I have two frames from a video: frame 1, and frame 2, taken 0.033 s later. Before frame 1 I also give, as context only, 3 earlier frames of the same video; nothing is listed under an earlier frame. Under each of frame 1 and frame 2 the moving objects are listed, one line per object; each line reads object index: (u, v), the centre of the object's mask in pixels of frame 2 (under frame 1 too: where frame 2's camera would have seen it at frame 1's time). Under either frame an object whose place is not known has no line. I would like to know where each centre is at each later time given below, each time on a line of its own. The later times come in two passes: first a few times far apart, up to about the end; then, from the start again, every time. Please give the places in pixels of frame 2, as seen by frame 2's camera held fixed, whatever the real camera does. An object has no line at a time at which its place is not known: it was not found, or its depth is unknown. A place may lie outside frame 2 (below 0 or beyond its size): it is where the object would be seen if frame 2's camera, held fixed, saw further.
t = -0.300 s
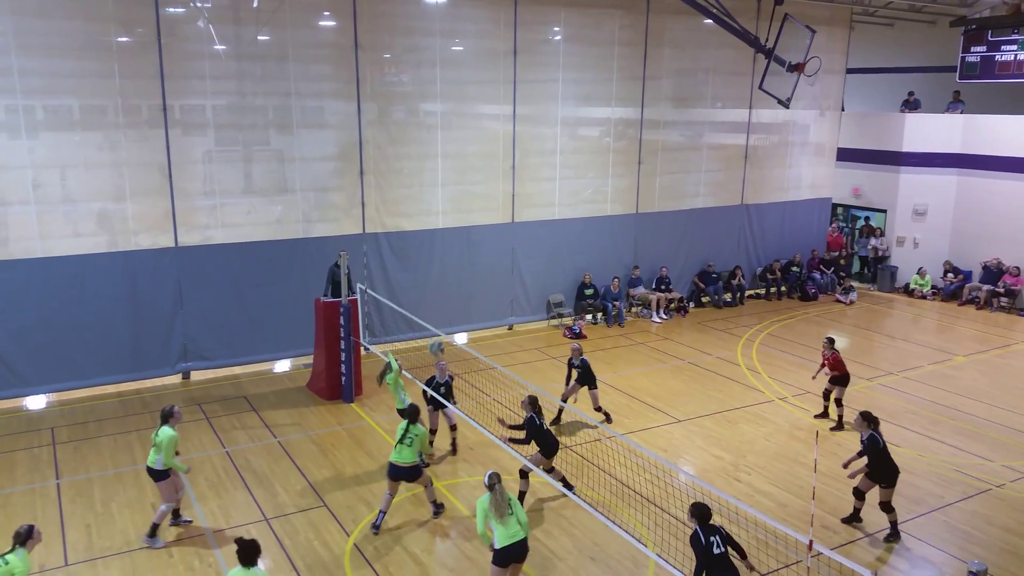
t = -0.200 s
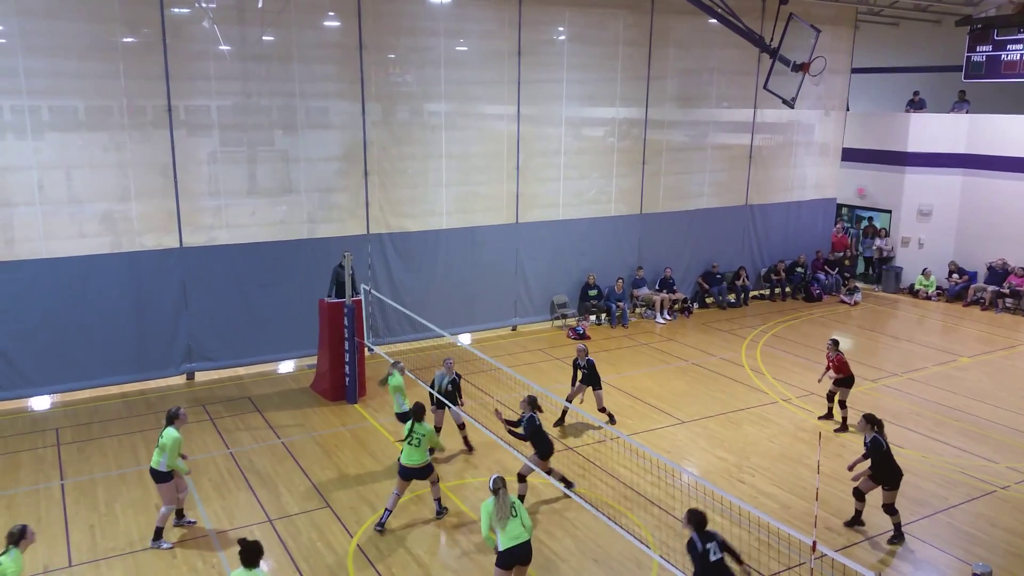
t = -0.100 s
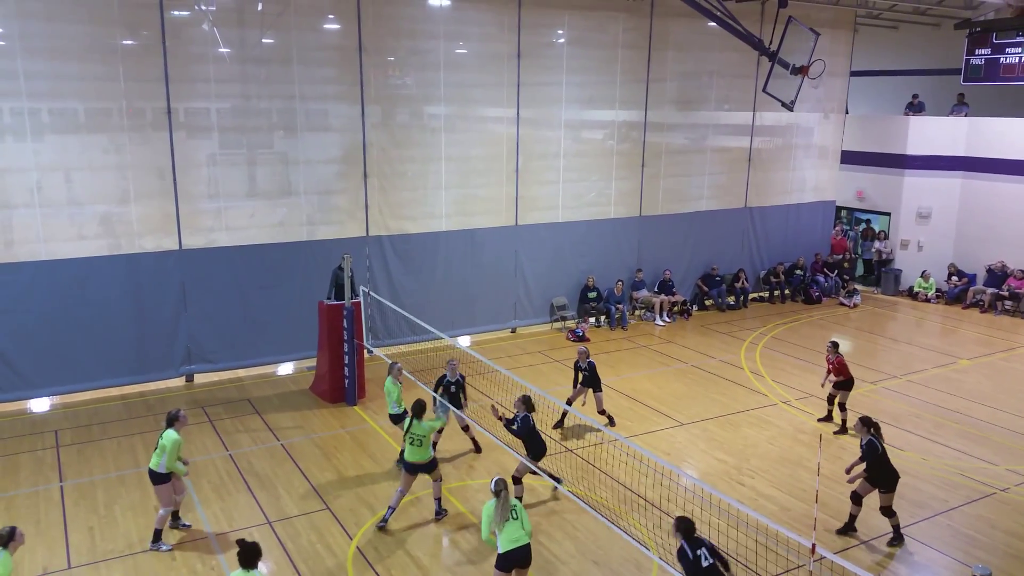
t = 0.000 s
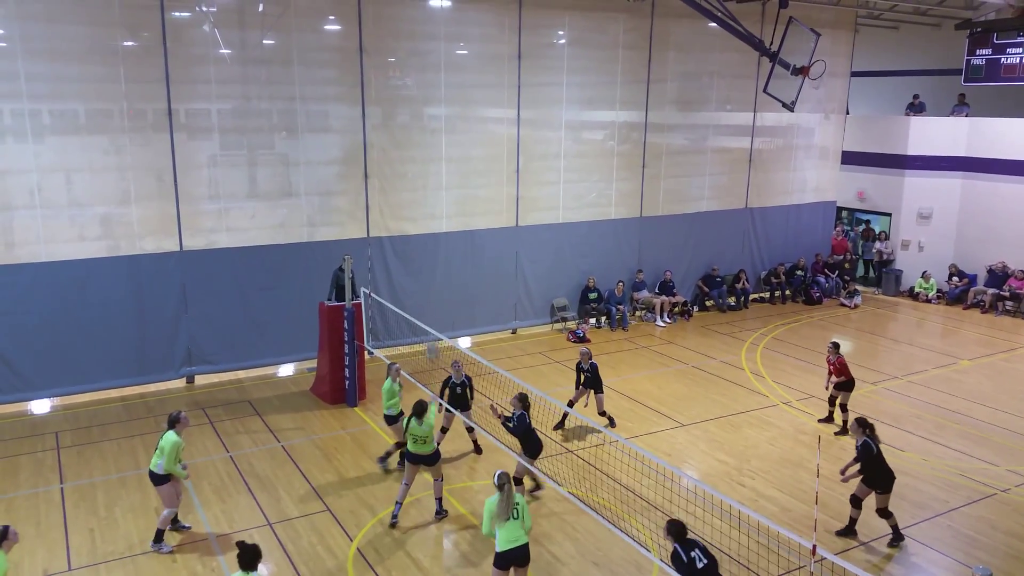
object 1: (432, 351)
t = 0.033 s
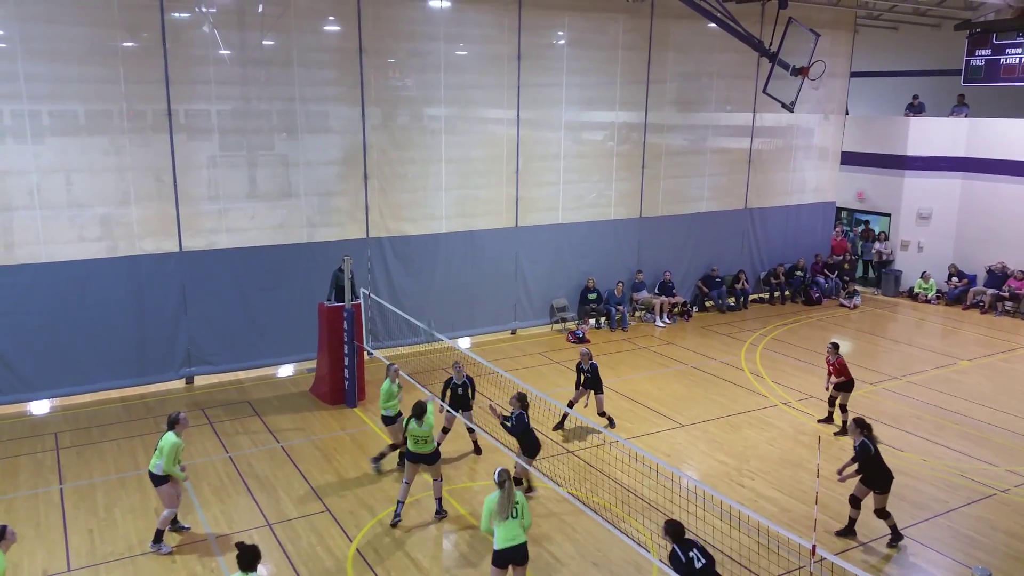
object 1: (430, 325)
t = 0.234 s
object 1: (407, 230)
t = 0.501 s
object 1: (378, 142)
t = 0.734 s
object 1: (354, 110)
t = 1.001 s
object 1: (330, 130)
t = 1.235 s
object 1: (313, 193)
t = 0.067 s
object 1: (425, 312)
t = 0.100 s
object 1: (420, 293)
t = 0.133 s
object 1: (418, 277)
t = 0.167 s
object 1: (414, 260)
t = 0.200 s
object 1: (410, 245)
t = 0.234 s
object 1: (407, 230)
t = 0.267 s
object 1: (404, 216)
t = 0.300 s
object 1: (400, 203)
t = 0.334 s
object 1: (397, 191)
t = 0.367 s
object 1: (394, 181)
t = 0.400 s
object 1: (389, 169)
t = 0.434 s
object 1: (386, 159)
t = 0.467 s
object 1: (382, 150)
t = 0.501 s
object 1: (378, 142)
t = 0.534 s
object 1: (375, 135)
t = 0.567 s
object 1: (372, 129)
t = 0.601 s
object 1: (369, 124)
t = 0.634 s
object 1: (365, 119)
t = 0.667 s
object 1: (361, 115)
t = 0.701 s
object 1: (358, 113)
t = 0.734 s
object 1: (354, 110)
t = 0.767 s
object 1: (350, 110)
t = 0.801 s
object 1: (347, 110)
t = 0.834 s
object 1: (345, 111)
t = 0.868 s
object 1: (341, 113)
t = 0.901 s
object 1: (339, 116)
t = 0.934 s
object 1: (336, 119)
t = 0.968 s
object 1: (333, 124)
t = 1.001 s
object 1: (330, 130)
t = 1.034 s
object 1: (327, 136)
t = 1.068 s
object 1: (325, 143)
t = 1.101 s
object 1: (322, 152)
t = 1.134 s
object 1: (319, 161)
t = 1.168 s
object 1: (317, 170)
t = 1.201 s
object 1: (315, 182)
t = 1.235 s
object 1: (313, 193)
